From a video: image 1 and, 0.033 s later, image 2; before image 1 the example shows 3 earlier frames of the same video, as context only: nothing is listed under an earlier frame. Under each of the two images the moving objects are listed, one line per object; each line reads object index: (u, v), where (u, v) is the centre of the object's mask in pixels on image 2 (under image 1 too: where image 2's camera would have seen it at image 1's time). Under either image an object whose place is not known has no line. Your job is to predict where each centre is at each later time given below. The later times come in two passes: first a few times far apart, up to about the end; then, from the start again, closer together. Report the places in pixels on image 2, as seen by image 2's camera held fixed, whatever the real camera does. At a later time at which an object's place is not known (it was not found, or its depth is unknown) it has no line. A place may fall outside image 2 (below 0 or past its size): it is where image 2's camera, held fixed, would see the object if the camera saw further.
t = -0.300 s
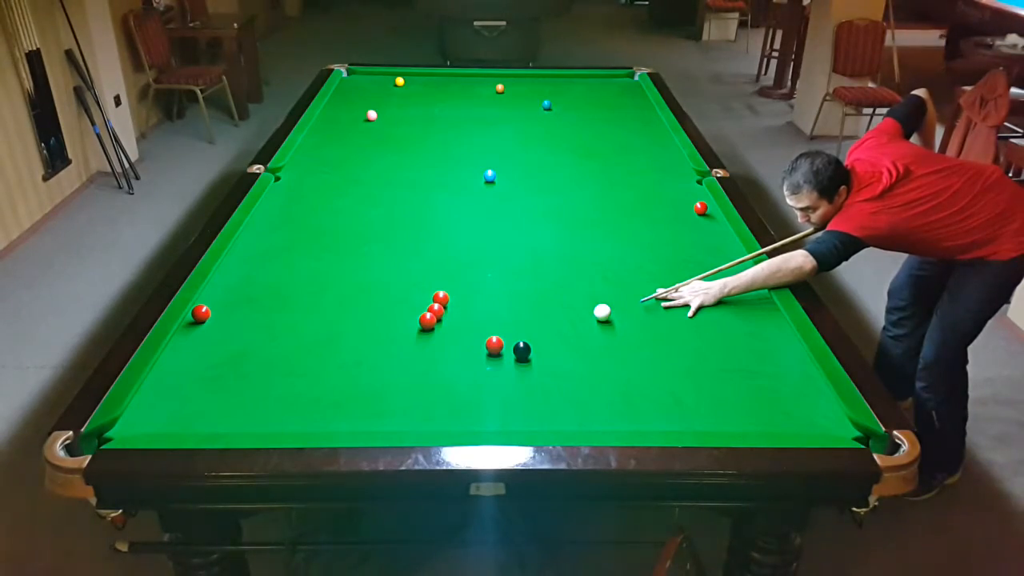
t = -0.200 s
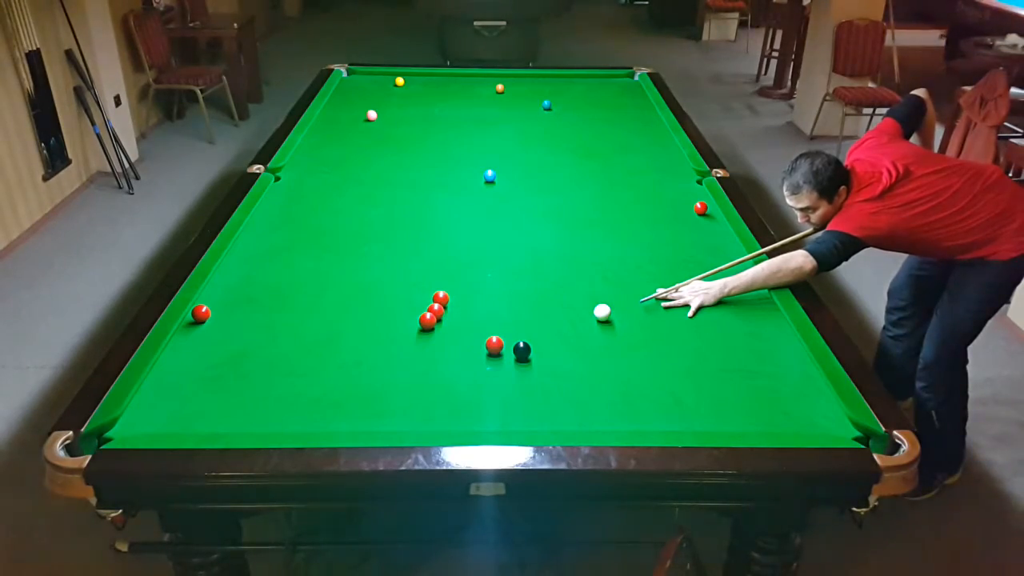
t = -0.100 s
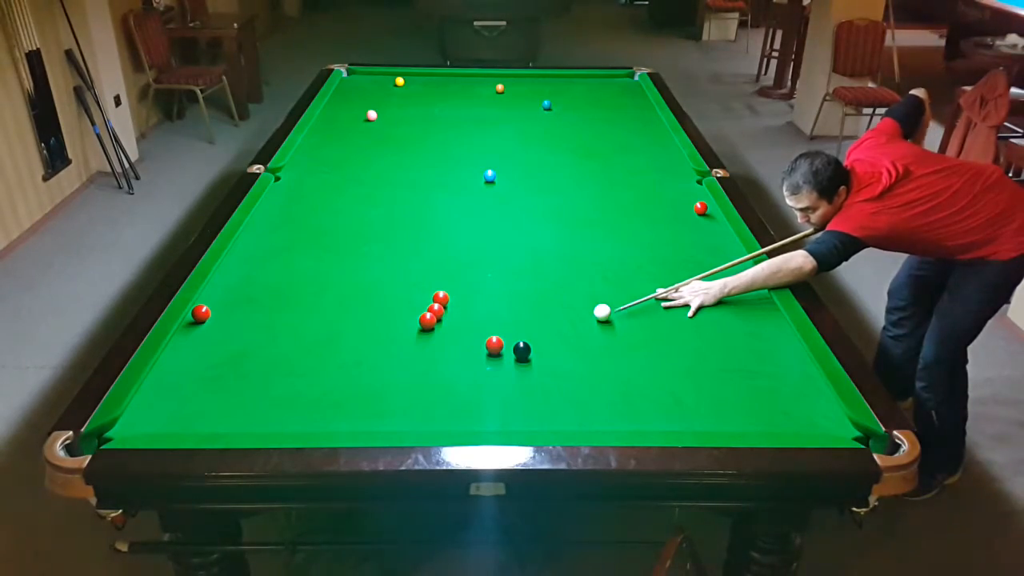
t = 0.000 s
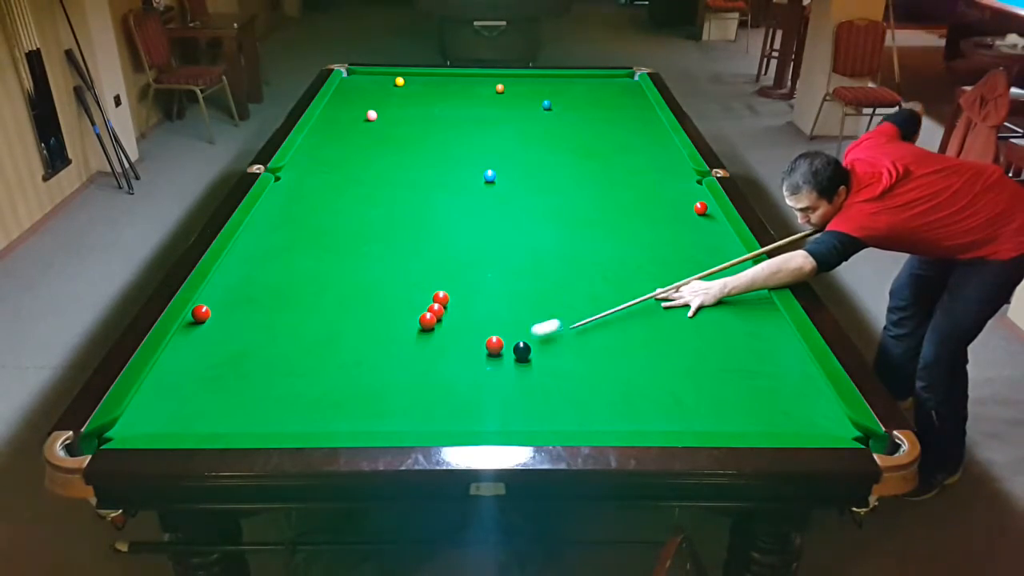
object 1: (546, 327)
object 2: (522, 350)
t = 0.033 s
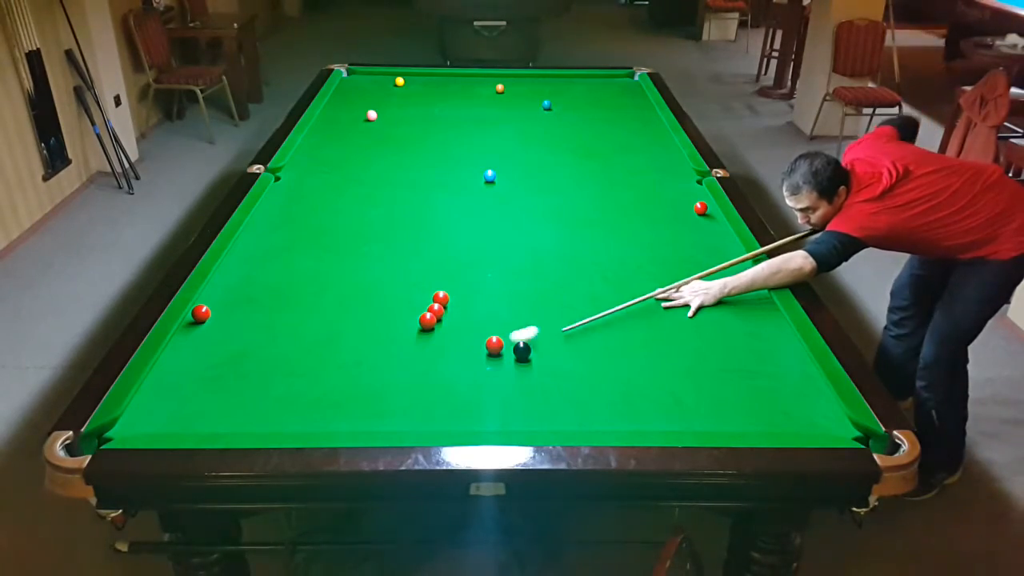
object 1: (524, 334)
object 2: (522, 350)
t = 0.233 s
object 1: (515, 340)
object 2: (527, 356)
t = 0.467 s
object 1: (520, 339)
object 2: (534, 362)
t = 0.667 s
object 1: (524, 338)
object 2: (538, 368)
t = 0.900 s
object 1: (526, 338)
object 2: (543, 373)
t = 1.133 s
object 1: (527, 338)
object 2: (546, 376)
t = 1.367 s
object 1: (527, 338)
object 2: (549, 379)
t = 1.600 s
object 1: (527, 338)
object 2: (552, 380)
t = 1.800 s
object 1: (527, 338)
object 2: (553, 380)
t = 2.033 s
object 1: (527, 338)
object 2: (553, 380)
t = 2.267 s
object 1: (527, 338)
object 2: (553, 380)
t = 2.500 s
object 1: (527, 338)
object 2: (553, 380)
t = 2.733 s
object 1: (527, 338)
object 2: (553, 380)
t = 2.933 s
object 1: (527, 338)
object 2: (553, 380)
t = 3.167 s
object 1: (527, 338)
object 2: (553, 380)
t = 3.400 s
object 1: (527, 338)
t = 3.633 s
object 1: (524, 338)
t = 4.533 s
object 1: (526, 338)
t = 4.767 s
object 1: (526, 338)
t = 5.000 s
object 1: (526, 338)
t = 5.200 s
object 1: (526, 338)
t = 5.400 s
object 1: (523, 337)
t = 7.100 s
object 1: (523, 334)
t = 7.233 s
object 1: (524, 335)
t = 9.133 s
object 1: (530, 337)
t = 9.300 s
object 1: (527, 338)
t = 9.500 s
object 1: (527, 338)
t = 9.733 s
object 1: (527, 338)
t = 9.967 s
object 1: (527, 338)
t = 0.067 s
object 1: (510, 340)
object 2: (522, 351)
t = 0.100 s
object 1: (511, 341)
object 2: (523, 352)
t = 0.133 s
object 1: (512, 341)
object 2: (524, 353)
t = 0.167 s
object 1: (513, 341)
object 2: (526, 354)
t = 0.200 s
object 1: (514, 341)
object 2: (527, 355)
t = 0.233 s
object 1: (515, 340)
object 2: (527, 356)
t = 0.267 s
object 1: (516, 340)
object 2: (528, 357)
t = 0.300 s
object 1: (517, 340)
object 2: (529, 358)
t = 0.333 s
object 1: (517, 340)
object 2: (530, 359)
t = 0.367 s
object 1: (518, 340)
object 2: (531, 360)
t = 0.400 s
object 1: (519, 340)
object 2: (532, 360)
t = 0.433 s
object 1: (520, 339)
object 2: (533, 362)
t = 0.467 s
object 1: (520, 339)
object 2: (534, 362)
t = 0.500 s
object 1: (521, 339)
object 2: (534, 363)
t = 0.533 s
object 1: (522, 339)
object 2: (535, 364)
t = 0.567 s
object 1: (522, 339)
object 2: (536, 365)
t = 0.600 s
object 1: (523, 339)
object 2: (537, 366)
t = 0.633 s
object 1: (523, 339)
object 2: (538, 367)
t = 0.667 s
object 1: (524, 338)
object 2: (538, 368)
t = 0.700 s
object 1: (524, 338)
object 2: (539, 369)
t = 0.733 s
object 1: (524, 338)
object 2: (539, 369)
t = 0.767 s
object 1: (525, 338)
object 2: (540, 370)
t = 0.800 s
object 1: (525, 338)
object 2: (541, 370)
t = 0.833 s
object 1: (525, 338)
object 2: (541, 371)
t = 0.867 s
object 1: (526, 338)
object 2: (542, 372)
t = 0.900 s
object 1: (526, 338)
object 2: (543, 373)
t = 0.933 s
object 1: (526, 338)
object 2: (543, 373)
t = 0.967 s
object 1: (526, 338)
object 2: (544, 374)
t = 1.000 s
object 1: (526, 338)
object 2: (544, 374)
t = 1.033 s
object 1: (527, 338)
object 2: (545, 375)
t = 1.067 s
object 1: (527, 338)
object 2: (545, 375)
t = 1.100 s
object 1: (527, 338)
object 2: (546, 376)
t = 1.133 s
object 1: (527, 338)
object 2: (546, 376)
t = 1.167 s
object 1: (527, 338)
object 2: (547, 376)
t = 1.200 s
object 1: (527, 338)
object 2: (547, 377)
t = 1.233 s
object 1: (527, 338)
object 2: (548, 377)
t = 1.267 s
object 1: (527, 338)
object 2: (548, 378)
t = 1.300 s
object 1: (527, 338)
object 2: (548, 378)
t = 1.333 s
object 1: (527, 338)
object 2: (549, 378)
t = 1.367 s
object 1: (527, 338)
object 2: (549, 379)
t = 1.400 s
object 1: (527, 338)
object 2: (550, 379)
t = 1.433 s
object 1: (527, 338)
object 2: (550, 379)
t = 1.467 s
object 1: (527, 338)
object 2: (550, 379)
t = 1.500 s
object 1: (527, 338)
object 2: (551, 380)
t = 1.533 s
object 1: (527, 338)
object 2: (551, 380)
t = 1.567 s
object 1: (527, 338)
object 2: (551, 380)
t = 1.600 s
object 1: (527, 338)
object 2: (552, 380)
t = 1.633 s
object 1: (527, 338)
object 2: (552, 380)
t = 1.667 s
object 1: (527, 338)
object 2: (552, 380)
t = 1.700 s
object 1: (527, 338)
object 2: (552, 380)
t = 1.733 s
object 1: (527, 338)
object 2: (552, 380)
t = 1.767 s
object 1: (527, 338)
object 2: (552, 380)
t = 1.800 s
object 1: (527, 338)
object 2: (553, 380)
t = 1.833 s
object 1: (527, 338)
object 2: (553, 380)
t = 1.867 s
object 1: (527, 338)
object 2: (553, 380)
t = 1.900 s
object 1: (527, 338)
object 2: (553, 380)
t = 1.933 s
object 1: (527, 338)
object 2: (553, 380)
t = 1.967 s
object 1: (527, 338)
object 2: (553, 380)
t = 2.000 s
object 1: (527, 338)
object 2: (553, 380)
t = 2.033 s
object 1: (527, 338)
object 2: (553, 380)
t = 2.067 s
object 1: (527, 338)
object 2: (553, 380)
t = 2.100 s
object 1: (527, 338)
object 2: (553, 380)
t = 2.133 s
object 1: (527, 338)
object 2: (553, 380)
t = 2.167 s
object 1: (527, 338)
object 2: (553, 380)
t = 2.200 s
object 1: (527, 338)
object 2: (553, 380)
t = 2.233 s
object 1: (527, 338)
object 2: (553, 380)
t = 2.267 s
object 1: (527, 338)
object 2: (553, 380)
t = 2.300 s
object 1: (527, 338)
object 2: (553, 380)
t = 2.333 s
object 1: (527, 338)
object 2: (553, 380)
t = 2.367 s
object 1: (527, 338)
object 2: (553, 380)
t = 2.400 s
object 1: (527, 338)
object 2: (553, 380)
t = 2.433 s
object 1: (527, 338)
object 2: (553, 380)
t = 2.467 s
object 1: (527, 338)
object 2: (553, 380)
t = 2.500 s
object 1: (527, 338)
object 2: (553, 380)
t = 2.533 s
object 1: (527, 338)
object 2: (553, 380)
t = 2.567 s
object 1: (527, 338)
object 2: (553, 380)
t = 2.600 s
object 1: (527, 338)
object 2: (553, 380)
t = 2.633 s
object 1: (527, 338)
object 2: (553, 380)
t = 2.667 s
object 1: (527, 338)
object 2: (553, 380)
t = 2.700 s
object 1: (527, 338)
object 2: (553, 380)
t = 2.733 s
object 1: (527, 338)
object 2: (553, 380)
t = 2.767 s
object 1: (527, 338)
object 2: (553, 380)
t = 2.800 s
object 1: (527, 338)
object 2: (553, 380)
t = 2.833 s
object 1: (527, 338)
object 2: (553, 380)
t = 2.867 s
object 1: (526, 338)
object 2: (553, 380)
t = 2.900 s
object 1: (526, 338)
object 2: (553, 380)
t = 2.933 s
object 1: (527, 338)
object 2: (553, 380)
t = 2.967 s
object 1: (527, 338)
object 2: (553, 380)
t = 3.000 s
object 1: (527, 338)
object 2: (553, 380)
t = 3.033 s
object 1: (526, 338)
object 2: (553, 380)
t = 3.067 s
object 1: (527, 338)
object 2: (553, 380)
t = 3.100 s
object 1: (527, 338)
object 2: (553, 380)
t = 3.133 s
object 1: (526, 338)
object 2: (553, 380)
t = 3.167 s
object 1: (527, 338)
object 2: (553, 380)
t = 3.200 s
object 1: (527, 338)
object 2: (553, 380)
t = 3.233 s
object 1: (527, 338)
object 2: (553, 380)
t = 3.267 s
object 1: (527, 338)
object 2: (553, 380)
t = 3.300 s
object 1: (527, 338)
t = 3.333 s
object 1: (526, 338)
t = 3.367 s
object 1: (527, 338)
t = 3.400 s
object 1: (527, 338)
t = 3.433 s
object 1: (526, 338)
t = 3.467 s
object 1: (527, 338)
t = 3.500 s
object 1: (527, 338)
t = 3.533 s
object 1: (527, 338)
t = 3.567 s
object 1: (527, 338)
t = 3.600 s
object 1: (527, 338)
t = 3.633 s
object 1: (524, 338)
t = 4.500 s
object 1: (522, 340)
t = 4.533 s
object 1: (526, 338)
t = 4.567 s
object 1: (525, 338)
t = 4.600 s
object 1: (525, 338)
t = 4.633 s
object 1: (526, 338)
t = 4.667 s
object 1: (526, 338)
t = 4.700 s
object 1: (526, 338)
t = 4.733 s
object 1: (526, 338)
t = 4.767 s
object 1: (526, 338)
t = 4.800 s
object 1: (526, 338)
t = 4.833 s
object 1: (526, 338)
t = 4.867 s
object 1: (526, 338)
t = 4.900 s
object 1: (526, 338)
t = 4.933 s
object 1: (526, 338)
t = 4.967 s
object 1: (526, 338)
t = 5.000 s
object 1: (526, 338)
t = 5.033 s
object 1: (526, 338)
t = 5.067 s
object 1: (526, 338)
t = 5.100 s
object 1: (526, 338)
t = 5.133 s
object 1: (526, 338)
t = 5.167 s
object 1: (526, 338)
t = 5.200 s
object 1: (526, 338)
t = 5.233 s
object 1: (526, 338)
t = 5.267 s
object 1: (526, 338)
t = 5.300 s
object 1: (526, 338)
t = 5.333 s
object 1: (526, 338)
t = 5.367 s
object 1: (526, 338)
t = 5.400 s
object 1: (523, 337)
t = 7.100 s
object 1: (523, 334)
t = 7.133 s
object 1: (524, 335)
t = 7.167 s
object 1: (525, 335)
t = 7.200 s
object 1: (524, 335)
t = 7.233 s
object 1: (524, 335)
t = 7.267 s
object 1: (524, 334)
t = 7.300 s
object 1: (523, 333)
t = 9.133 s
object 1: (530, 337)
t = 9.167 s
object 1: (527, 338)
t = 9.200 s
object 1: (527, 338)
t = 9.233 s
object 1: (527, 338)
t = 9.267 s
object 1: (527, 338)
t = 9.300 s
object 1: (527, 338)
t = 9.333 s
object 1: (527, 338)
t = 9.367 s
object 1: (527, 338)
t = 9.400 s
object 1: (527, 338)
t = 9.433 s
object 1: (527, 338)
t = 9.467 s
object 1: (527, 338)
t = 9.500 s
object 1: (527, 338)
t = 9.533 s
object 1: (527, 338)
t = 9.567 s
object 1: (527, 338)
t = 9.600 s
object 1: (527, 338)
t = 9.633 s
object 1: (527, 338)
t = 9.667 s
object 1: (527, 338)
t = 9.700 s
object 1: (527, 338)
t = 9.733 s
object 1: (527, 338)
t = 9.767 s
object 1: (527, 338)
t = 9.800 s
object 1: (527, 338)
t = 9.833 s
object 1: (527, 338)
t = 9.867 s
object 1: (527, 338)
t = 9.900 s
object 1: (527, 338)
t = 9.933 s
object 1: (527, 338)
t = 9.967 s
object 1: (527, 338)
